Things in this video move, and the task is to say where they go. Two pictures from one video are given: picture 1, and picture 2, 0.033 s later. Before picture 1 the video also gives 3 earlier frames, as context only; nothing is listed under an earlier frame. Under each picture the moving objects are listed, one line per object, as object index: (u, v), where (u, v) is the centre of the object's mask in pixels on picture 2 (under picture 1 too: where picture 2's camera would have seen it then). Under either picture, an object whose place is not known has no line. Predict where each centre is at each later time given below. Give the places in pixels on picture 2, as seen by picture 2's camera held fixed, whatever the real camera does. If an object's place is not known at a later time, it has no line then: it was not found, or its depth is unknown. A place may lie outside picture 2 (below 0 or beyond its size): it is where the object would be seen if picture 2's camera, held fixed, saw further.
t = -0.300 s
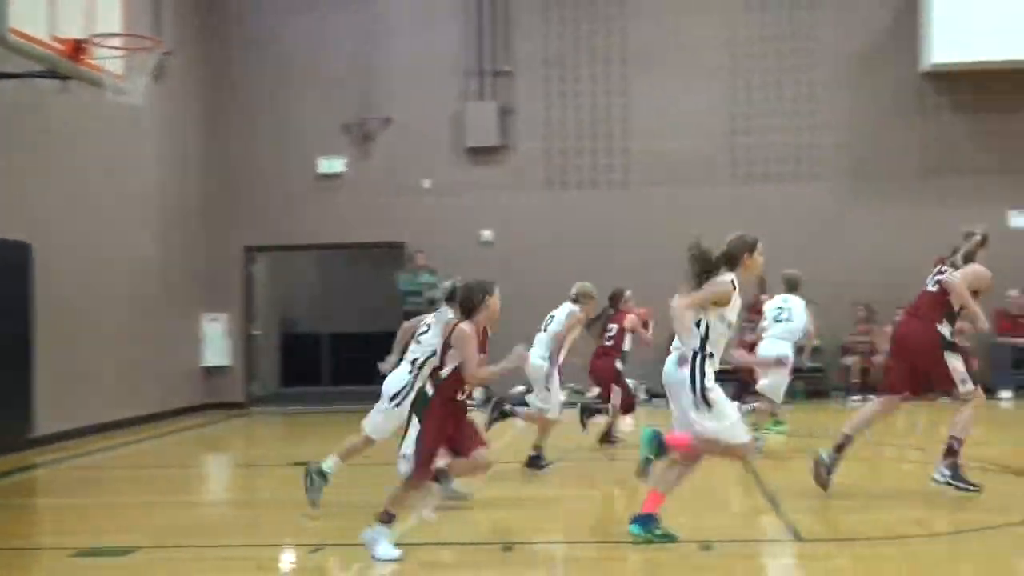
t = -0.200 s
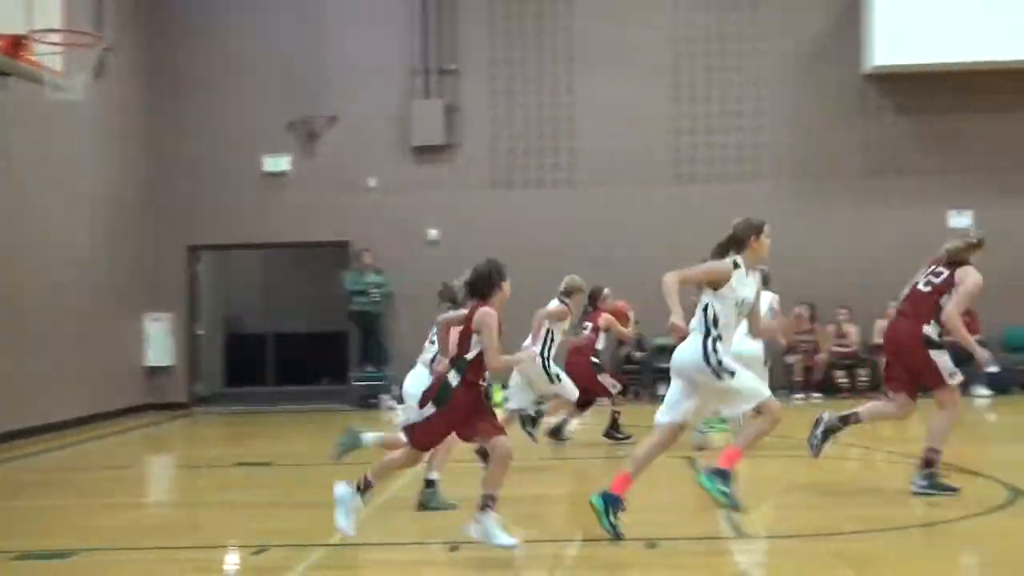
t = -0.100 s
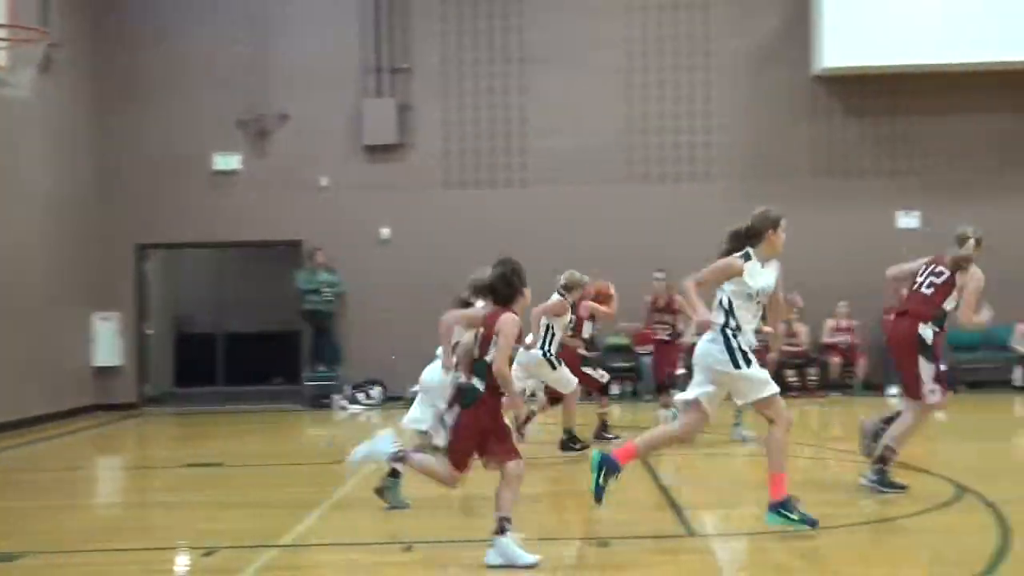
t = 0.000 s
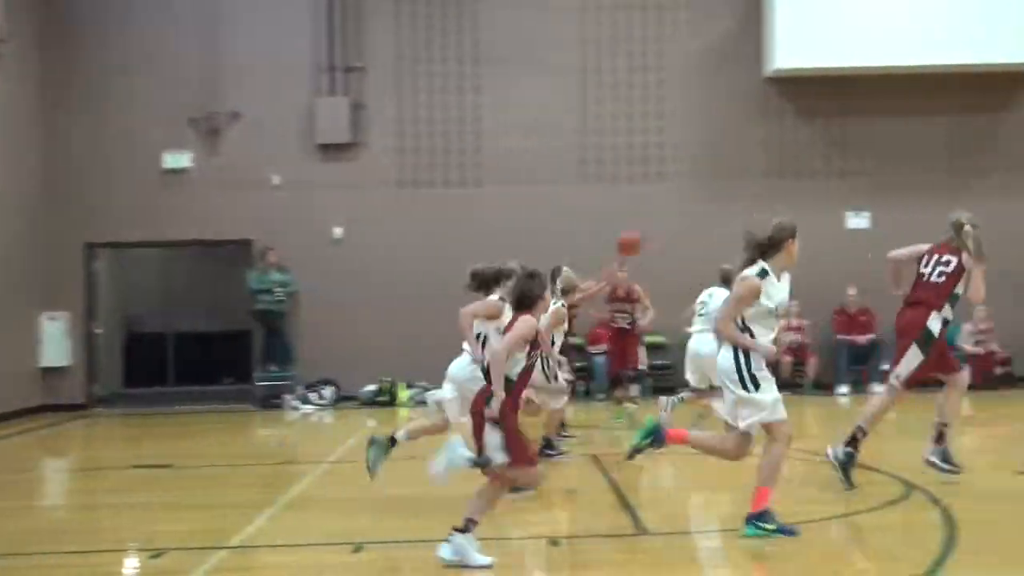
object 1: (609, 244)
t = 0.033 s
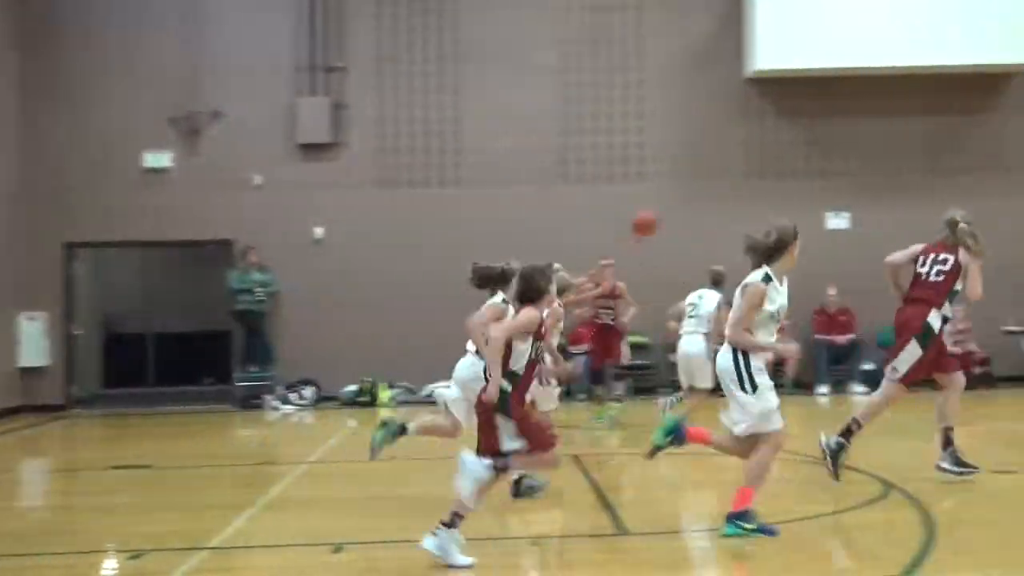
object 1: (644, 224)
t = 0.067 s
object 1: (678, 204)
